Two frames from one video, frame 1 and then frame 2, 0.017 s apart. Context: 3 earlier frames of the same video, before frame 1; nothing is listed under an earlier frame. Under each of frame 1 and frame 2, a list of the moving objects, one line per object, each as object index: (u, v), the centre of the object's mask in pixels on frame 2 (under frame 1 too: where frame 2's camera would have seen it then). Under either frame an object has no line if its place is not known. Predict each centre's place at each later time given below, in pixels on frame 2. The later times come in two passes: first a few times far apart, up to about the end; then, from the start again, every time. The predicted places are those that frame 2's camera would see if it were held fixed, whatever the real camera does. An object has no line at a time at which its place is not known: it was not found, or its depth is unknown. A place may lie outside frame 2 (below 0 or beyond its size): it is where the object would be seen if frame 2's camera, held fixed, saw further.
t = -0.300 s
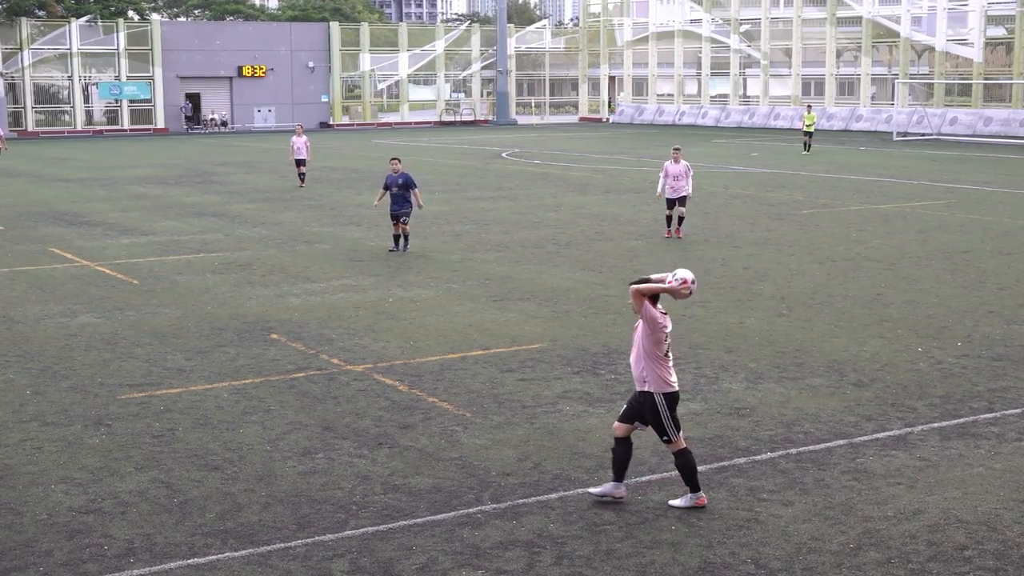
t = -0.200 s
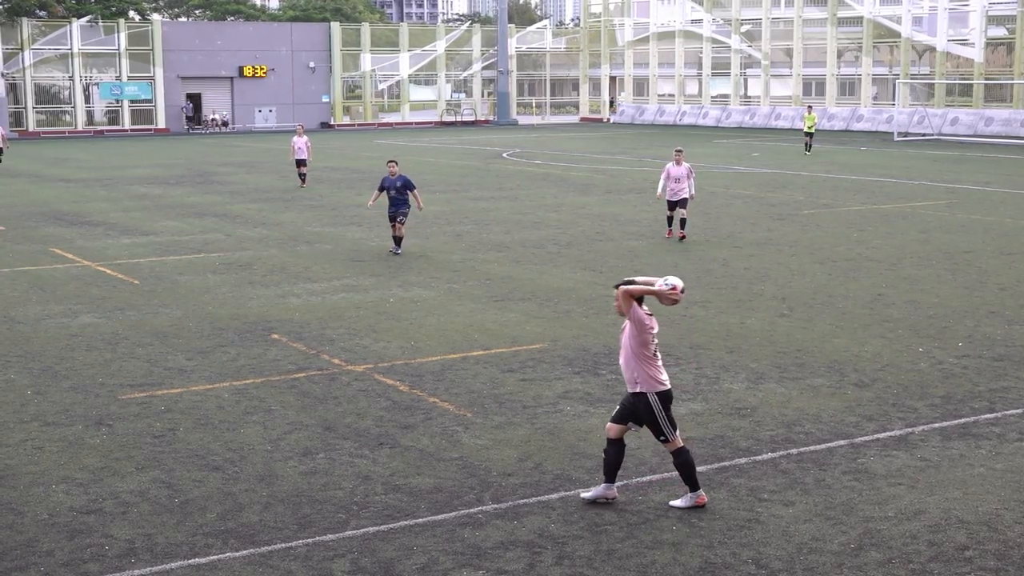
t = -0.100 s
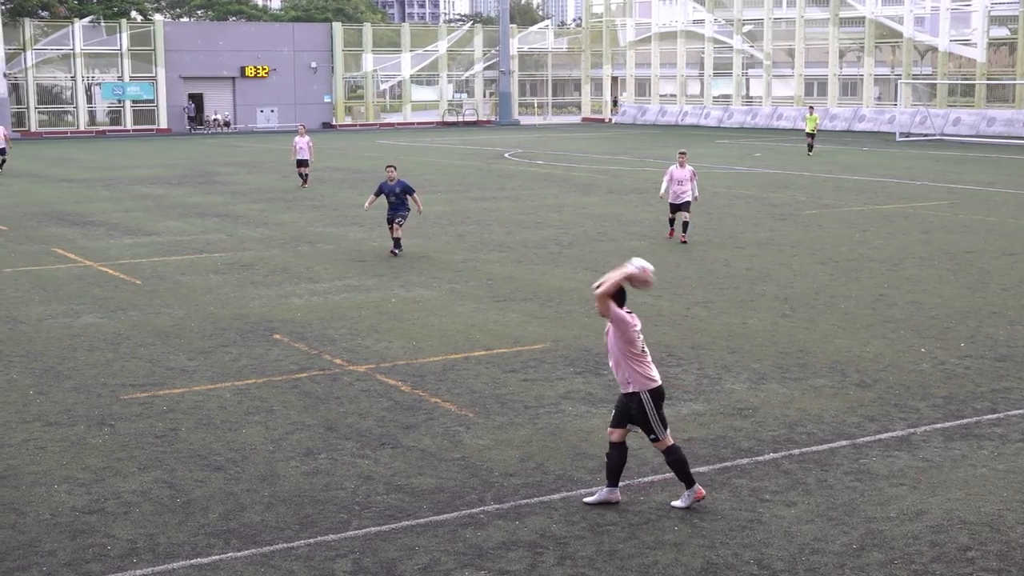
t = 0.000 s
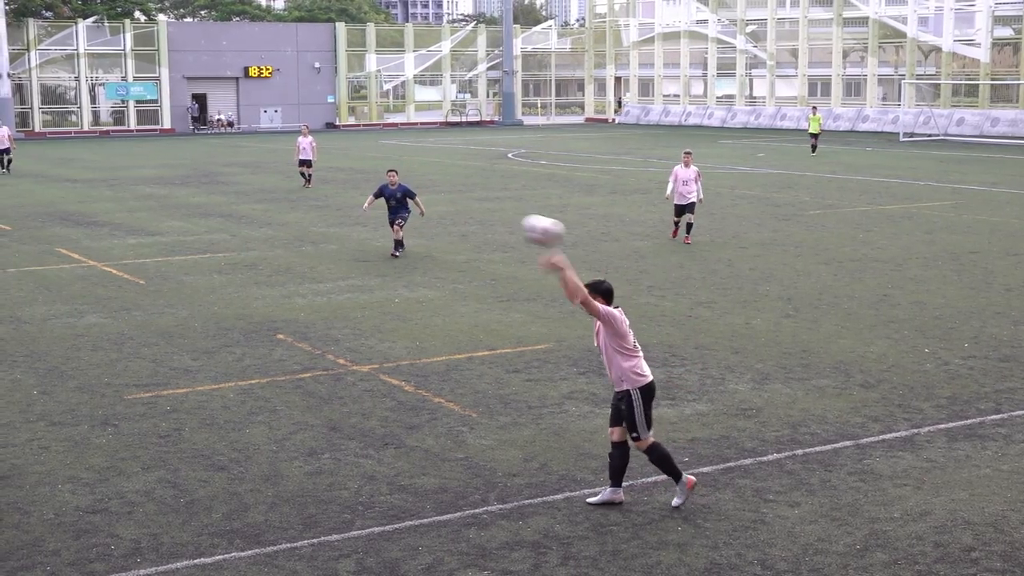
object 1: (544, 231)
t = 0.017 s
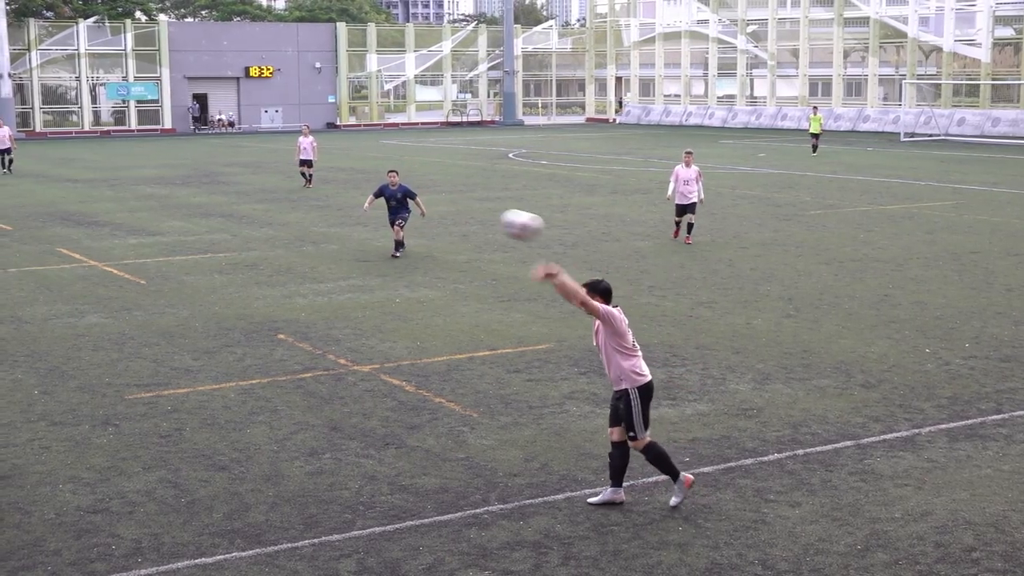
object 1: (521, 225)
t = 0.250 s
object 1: (223, 191)
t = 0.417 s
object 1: (16, 213)
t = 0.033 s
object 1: (500, 220)
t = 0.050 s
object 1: (478, 215)
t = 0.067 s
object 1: (456, 211)
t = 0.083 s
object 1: (436, 207)
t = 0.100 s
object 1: (414, 204)
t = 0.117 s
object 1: (391, 201)
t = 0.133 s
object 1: (369, 198)
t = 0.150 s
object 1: (350, 196)
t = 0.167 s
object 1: (328, 194)
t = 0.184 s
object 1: (306, 193)
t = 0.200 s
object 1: (286, 192)
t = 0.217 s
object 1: (265, 191)
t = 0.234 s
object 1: (244, 191)
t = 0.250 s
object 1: (223, 191)
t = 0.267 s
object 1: (202, 192)
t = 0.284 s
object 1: (180, 193)
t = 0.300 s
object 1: (160, 194)
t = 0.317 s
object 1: (139, 196)
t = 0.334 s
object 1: (118, 198)
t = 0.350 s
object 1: (98, 200)
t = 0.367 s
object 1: (78, 203)
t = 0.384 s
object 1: (57, 206)
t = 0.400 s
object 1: (37, 209)
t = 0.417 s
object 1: (16, 213)
